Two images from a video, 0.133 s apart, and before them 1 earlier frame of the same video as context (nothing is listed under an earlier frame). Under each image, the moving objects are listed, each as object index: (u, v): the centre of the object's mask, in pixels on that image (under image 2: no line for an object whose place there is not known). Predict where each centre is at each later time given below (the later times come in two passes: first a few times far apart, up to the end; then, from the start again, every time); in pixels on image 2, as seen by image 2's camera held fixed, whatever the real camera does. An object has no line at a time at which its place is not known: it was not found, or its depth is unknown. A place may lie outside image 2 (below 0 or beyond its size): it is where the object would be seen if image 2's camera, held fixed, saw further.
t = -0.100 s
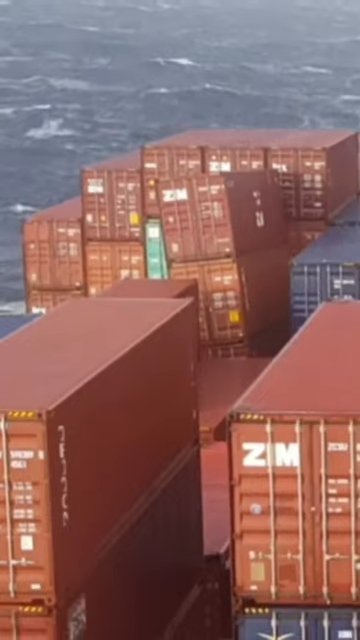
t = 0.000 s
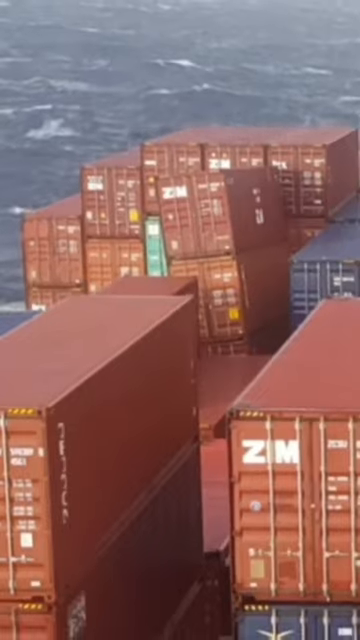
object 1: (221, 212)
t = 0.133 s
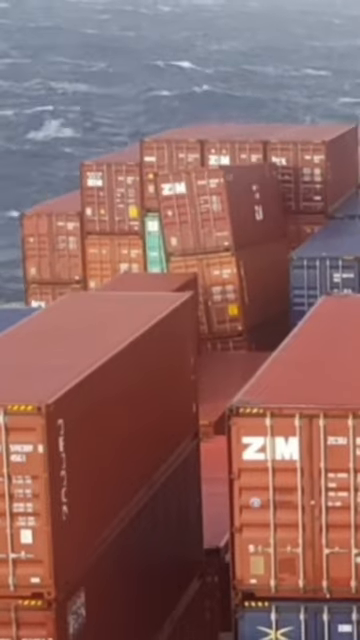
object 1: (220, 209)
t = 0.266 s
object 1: (220, 209)
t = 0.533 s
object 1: (218, 208)
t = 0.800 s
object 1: (217, 208)
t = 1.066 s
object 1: (215, 208)
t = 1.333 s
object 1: (214, 208)
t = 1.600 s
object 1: (211, 208)
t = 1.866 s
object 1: (207, 209)
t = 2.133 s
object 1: (202, 209)
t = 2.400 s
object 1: (196, 209)
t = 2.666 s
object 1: (190, 209)
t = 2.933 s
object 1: (178, 210)
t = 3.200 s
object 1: (165, 212)
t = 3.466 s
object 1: (149, 215)
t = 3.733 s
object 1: (129, 219)
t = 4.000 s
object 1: (104, 225)
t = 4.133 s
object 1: (88, 231)
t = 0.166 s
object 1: (220, 209)
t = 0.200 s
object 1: (220, 209)
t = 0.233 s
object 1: (220, 209)
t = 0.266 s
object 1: (220, 209)
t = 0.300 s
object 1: (220, 208)
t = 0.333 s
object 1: (219, 208)
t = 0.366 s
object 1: (219, 208)
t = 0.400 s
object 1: (219, 208)
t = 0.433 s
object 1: (219, 208)
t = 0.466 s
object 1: (219, 208)
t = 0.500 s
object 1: (219, 209)
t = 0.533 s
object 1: (218, 208)
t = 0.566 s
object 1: (218, 208)
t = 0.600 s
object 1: (218, 208)
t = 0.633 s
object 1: (218, 208)
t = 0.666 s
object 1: (218, 208)
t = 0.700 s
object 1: (217, 208)
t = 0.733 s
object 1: (217, 208)
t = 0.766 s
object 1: (217, 208)
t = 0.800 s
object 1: (217, 208)
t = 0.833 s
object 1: (217, 209)
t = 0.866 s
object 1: (216, 208)
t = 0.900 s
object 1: (216, 208)
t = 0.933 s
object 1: (216, 209)
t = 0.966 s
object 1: (216, 208)
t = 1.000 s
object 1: (215, 208)
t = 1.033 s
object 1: (215, 208)
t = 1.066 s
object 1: (215, 208)
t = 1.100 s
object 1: (215, 208)
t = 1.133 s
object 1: (215, 208)
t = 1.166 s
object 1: (215, 208)
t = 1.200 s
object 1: (215, 208)
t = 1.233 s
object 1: (215, 208)
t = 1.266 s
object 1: (214, 208)
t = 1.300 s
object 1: (214, 208)
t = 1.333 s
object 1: (214, 208)
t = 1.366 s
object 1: (213, 208)
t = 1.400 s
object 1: (213, 209)
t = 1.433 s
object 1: (212, 208)
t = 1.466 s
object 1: (212, 209)
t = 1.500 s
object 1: (212, 209)
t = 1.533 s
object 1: (212, 209)
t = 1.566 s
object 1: (212, 208)
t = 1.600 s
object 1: (211, 208)
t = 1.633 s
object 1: (209, 208)
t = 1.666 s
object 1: (209, 208)
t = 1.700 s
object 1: (209, 209)
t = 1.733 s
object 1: (208, 209)
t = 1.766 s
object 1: (208, 209)
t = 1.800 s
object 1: (207, 209)
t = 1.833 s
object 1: (207, 209)
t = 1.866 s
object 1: (207, 209)
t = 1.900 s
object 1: (206, 209)
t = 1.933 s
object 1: (205, 209)
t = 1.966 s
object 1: (205, 209)
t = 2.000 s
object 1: (205, 209)
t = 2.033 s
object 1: (204, 209)
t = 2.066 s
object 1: (203, 209)
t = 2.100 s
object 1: (203, 209)
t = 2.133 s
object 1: (202, 209)
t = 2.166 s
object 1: (201, 208)
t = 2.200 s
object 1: (201, 209)
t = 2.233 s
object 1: (199, 209)
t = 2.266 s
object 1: (199, 208)
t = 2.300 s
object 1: (198, 208)
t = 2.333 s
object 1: (198, 209)
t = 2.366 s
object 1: (197, 209)
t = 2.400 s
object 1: (196, 209)
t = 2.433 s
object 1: (195, 209)
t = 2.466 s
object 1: (195, 209)
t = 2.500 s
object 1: (194, 209)
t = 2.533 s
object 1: (194, 209)
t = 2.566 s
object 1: (193, 209)
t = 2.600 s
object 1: (192, 209)
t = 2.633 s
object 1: (191, 209)
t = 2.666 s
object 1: (190, 209)
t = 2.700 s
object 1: (190, 209)
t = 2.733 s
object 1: (188, 210)
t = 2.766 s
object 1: (187, 210)
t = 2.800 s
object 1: (185, 210)
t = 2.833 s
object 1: (184, 210)
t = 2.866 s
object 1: (182, 210)
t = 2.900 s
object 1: (180, 210)
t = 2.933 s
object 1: (178, 210)
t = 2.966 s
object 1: (177, 210)
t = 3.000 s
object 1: (175, 211)
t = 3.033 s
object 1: (174, 211)
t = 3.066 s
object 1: (171, 211)
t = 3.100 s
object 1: (170, 211)
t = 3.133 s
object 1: (168, 212)
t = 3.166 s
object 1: (167, 212)
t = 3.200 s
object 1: (165, 212)
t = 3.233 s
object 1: (164, 212)
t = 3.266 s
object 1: (163, 212)
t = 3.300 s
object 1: (161, 212)
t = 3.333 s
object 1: (160, 213)
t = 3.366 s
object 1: (157, 213)
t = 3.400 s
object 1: (156, 213)
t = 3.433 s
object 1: (152, 214)
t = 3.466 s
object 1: (149, 215)
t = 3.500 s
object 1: (146, 215)
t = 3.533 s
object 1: (145, 216)
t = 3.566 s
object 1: (142, 216)
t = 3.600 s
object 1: (139, 216)
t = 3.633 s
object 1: (137, 217)
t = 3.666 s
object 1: (135, 217)
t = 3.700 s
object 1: (132, 218)
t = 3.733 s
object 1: (129, 219)
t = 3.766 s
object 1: (127, 219)
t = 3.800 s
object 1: (124, 220)
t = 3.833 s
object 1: (122, 220)
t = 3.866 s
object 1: (120, 221)
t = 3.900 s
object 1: (116, 222)
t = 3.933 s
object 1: (110, 224)
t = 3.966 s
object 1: (108, 224)
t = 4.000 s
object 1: (104, 225)
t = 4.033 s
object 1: (101, 226)
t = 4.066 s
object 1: (97, 228)
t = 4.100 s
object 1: (94, 228)
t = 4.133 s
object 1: (88, 231)
